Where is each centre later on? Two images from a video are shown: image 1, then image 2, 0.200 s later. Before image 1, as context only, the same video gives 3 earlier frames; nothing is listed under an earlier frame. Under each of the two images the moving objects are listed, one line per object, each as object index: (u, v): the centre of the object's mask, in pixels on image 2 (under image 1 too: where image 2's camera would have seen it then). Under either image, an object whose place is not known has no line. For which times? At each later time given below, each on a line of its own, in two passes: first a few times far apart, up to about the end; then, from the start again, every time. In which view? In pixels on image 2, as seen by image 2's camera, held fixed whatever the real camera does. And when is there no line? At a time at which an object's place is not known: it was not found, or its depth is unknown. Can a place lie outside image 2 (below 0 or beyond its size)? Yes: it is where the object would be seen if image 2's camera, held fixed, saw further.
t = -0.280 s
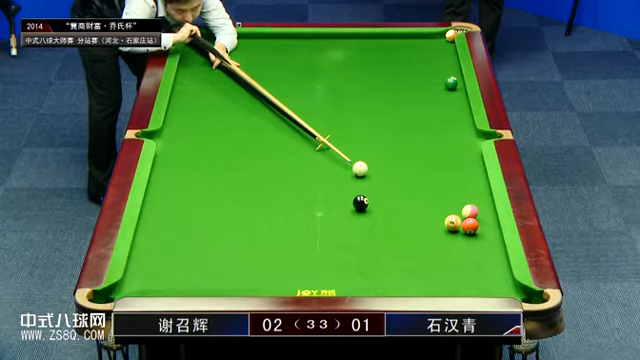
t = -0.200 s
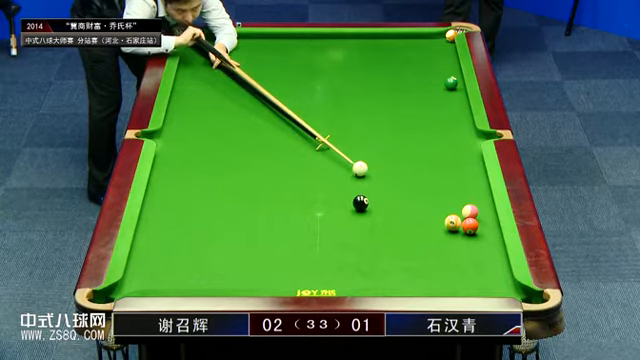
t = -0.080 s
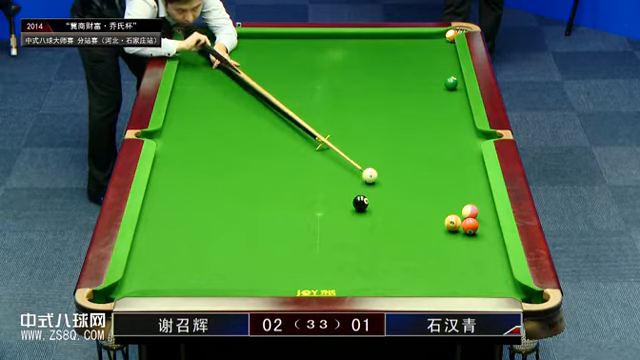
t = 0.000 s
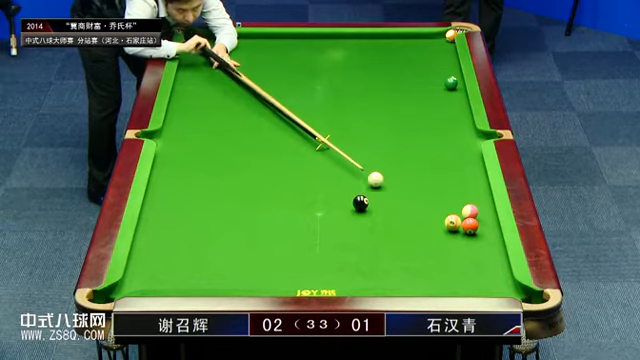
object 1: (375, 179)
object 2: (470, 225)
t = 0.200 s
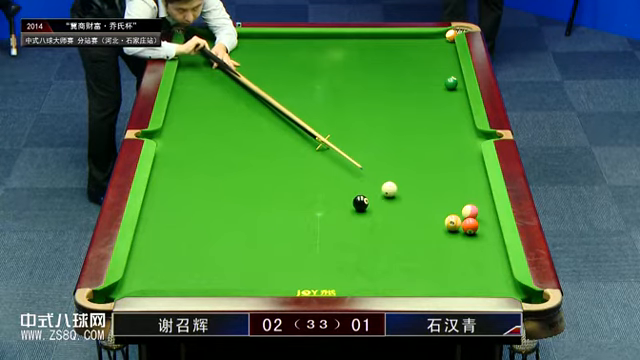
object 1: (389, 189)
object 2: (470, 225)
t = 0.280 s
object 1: (395, 193)
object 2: (470, 225)
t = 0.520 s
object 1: (410, 204)
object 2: (470, 225)
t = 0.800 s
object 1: (429, 217)
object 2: (470, 225)
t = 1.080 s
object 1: (438, 229)
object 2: (473, 226)
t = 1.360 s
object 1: (442, 240)
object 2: (478, 226)
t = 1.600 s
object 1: (445, 249)
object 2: (480, 227)
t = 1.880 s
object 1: (448, 258)
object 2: (481, 227)
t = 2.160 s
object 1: (451, 267)
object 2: (481, 227)
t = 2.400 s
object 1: (454, 273)
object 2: (481, 227)
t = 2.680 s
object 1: (456, 280)
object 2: (481, 227)
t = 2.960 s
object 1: (458, 283)
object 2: (481, 227)
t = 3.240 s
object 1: (459, 284)
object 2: (481, 227)
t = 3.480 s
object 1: (458, 283)
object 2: (481, 227)
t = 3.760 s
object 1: (458, 282)
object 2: (481, 227)
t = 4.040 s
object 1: (458, 282)
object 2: (481, 227)
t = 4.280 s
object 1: (458, 283)
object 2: (481, 227)
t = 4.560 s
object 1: (458, 283)
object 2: (481, 227)
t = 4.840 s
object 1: (458, 283)
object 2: (481, 227)
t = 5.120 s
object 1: (458, 283)
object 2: (481, 227)
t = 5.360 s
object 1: (458, 283)
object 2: (481, 227)
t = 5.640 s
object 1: (458, 283)
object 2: (481, 227)
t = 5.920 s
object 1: (458, 283)
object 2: (481, 227)
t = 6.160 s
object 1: (458, 283)
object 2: (481, 227)
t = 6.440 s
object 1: (458, 283)
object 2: (481, 227)
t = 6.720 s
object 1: (458, 283)
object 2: (481, 227)
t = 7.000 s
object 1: (458, 283)
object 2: (481, 227)
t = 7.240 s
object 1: (458, 283)
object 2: (481, 227)
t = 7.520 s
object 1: (458, 283)
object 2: (481, 227)
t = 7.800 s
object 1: (458, 283)
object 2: (481, 227)
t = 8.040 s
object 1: (458, 283)
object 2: (481, 227)
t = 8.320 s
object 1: (458, 283)
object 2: (481, 227)
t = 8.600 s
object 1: (458, 283)
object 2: (481, 227)
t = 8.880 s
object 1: (458, 283)
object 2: (481, 227)
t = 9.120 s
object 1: (458, 283)
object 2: (481, 227)
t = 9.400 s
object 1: (458, 283)
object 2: (481, 227)
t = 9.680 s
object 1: (458, 283)
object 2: (481, 227)
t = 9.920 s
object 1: (458, 283)
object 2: (481, 227)
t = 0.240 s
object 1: (392, 190)
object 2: (470, 225)
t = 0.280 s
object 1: (395, 193)
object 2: (470, 225)
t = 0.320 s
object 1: (397, 195)
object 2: (470, 225)
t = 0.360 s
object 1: (400, 196)
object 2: (470, 225)
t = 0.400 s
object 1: (403, 198)
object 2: (470, 225)
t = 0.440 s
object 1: (405, 200)
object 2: (470, 225)
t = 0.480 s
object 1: (408, 202)
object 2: (470, 225)
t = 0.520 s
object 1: (410, 204)
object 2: (470, 225)
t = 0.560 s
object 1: (413, 206)
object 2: (470, 225)
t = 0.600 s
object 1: (416, 208)
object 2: (470, 225)
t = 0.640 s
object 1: (419, 210)
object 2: (470, 225)
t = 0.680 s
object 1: (421, 212)
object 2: (470, 225)
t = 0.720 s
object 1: (424, 214)
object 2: (470, 225)
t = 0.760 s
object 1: (427, 215)
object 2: (470, 225)
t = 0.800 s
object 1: (429, 217)
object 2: (470, 225)
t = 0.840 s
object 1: (432, 219)
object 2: (470, 225)
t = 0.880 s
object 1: (434, 221)
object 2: (470, 225)
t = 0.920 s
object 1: (436, 223)
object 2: (470, 225)
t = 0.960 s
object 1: (437, 224)
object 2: (471, 226)
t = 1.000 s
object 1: (437, 226)
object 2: (471, 226)
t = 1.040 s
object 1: (438, 228)
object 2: (472, 226)
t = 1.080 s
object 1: (438, 229)
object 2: (473, 226)
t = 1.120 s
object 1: (439, 231)
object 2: (473, 226)
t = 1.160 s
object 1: (439, 232)
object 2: (474, 226)
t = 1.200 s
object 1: (440, 234)
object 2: (475, 226)
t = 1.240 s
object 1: (441, 236)
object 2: (475, 226)
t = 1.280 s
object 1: (441, 237)
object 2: (476, 226)
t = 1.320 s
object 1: (441, 239)
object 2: (477, 226)
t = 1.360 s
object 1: (442, 240)
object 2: (478, 226)
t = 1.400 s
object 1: (442, 242)
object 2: (478, 226)
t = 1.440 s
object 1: (443, 243)
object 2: (479, 227)
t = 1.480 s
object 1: (444, 244)
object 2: (479, 227)
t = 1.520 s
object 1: (444, 246)
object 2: (479, 227)
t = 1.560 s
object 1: (445, 247)
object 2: (480, 227)
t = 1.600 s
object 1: (445, 249)
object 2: (480, 227)
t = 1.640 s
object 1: (446, 250)
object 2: (480, 227)
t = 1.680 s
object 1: (446, 252)
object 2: (481, 227)
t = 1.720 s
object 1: (447, 253)
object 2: (481, 227)
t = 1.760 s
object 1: (447, 254)
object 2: (481, 227)
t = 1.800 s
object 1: (448, 256)
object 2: (481, 227)
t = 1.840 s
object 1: (448, 257)
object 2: (481, 227)
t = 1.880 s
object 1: (448, 258)
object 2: (481, 227)
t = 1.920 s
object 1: (449, 259)
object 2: (481, 227)
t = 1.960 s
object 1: (449, 261)
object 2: (481, 227)
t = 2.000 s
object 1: (450, 262)
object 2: (481, 227)
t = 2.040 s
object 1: (450, 263)
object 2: (481, 227)
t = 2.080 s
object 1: (451, 264)
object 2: (481, 227)
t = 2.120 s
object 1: (451, 265)
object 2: (481, 227)
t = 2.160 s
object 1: (451, 267)
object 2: (481, 227)
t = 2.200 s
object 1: (452, 268)
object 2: (481, 227)
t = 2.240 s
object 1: (452, 269)
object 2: (481, 227)
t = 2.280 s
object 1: (453, 270)
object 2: (481, 227)
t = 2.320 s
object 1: (453, 271)
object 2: (481, 227)
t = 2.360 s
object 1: (454, 272)
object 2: (481, 227)
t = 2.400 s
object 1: (454, 273)
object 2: (481, 227)
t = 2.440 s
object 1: (454, 274)
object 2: (481, 227)
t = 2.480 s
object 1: (454, 275)
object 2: (481, 227)
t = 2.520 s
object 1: (455, 276)
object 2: (481, 227)
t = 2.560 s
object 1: (455, 277)
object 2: (481, 227)
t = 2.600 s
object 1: (456, 278)
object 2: (481, 227)
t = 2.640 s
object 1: (456, 279)
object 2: (481, 227)
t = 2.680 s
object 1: (456, 280)
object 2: (481, 227)
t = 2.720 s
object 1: (457, 280)
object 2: (481, 227)
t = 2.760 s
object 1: (457, 280)
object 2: (481, 227)
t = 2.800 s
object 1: (457, 281)
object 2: (481, 227)
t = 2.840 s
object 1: (457, 281)
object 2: (481, 227)
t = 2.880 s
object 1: (458, 282)
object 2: (481, 227)
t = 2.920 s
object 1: (458, 283)
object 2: (481, 227)
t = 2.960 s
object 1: (458, 283)
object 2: (481, 227)
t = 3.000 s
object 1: (458, 284)
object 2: (481, 227)
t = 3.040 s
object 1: (458, 284)
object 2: (481, 227)
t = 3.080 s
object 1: (459, 284)
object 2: (481, 227)
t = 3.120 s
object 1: (459, 285)
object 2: (481, 227)
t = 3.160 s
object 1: (459, 284)
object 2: (481, 227)
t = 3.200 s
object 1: (459, 284)
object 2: (481, 227)
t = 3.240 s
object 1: (459, 284)
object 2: (481, 227)
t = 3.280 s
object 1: (459, 284)
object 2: (481, 227)
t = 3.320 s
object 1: (459, 284)
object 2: (481, 227)
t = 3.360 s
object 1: (459, 283)
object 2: (481, 227)
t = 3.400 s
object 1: (458, 283)
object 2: (481, 227)
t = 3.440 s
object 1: (458, 283)
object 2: (481, 227)
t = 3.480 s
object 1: (458, 283)
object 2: (481, 227)
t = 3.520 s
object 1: (458, 283)
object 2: (481, 227)
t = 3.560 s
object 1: (458, 283)
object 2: (481, 227)
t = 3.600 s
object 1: (458, 283)
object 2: (481, 227)
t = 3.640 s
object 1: (458, 282)
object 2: (481, 227)
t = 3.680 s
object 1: (458, 283)
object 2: (481, 227)
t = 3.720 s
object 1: (458, 282)
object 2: (481, 227)
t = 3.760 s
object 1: (458, 282)
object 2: (481, 227)
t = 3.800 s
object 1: (458, 283)
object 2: (481, 227)
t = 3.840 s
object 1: (458, 283)
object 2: (481, 227)
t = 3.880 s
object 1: (458, 283)
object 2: (481, 227)
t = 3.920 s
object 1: (458, 283)
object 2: (481, 227)
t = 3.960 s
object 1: (458, 283)
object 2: (481, 227)
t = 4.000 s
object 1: (458, 283)
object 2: (481, 227)
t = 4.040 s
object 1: (458, 282)
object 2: (481, 227)
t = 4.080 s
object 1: (458, 283)
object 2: (481, 227)
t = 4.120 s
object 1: (458, 282)
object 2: (481, 227)
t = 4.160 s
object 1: (458, 283)
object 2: (481, 227)
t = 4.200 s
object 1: (458, 283)
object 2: (481, 227)
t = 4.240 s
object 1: (458, 283)
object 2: (481, 227)
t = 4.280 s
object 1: (458, 283)
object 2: (481, 227)
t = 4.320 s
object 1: (458, 283)
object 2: (481, 227)
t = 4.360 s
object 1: (458, 283)
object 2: (481, 227)
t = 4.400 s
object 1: (458, 283)
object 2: (481, 227)
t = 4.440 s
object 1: (458, 283)
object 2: (481, 227)
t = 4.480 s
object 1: (458, 283)
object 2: (481, 227)
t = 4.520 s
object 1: (458, 283)
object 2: (481, 227)
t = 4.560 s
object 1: (458, 283)
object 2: (481, 227)
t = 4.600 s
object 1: (458, 283)
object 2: (481, 227)
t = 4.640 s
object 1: (458, 283)
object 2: (481, 227)
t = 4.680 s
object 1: (458, 283)
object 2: (481, 227)
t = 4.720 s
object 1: (458, 283)
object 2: (481, 227)
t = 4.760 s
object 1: (458, 283)
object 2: (481, 227)
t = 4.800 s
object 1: (458, 283)
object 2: (481, 227)
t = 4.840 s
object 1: (458, 283)
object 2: (481, 227)
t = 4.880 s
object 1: (458, 283)
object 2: (481, 227)
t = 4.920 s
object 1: (458, 283)
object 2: (481, 227)
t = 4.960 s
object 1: (458, 283)
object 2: (481, 227)
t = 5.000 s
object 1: (458, 283)
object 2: (481, 227)
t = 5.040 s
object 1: (458, 283)
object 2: (481, 227)
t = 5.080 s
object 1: (458, 283)
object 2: (481, 227)
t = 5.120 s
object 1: (458, 283)
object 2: (481, 227)
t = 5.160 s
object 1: (458, 283)
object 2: (481, 227)
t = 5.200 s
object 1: (458, 283)
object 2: (481, 227)
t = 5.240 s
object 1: (458, 283)
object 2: (481, 227)
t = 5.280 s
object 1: (458, 283)
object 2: (481, 227)
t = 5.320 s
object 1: (458, 283)
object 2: (481, 227)
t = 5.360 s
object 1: (458, 283)
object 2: (481, 227)
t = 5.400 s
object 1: (458, 283)
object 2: (481, 227)
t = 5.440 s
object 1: (458, 283)
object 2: (481, 227)
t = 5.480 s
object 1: (458, 283)
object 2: (481, 227)
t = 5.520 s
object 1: (458, 283)
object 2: (481, 227)
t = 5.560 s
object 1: (458, 283)
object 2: (481, 227)
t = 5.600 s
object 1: (458, 283)
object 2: (481, 227)
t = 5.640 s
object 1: (458, 283)
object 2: (481, 227)
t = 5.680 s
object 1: (458, 283)
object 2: (481, 227)
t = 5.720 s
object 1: (458, 283)
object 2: (481, 227)
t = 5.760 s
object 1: (458, 283)
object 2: (481, 227)
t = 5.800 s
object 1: (458, 283)
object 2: (481, 227)
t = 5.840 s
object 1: (458, 283)
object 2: (481, 227)
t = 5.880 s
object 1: (458, 283)
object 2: (481, 227)
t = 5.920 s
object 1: (458, 283)
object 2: (481, 227)
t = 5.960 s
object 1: (458, 283)
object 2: (481, 227)
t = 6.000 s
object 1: (458, 283)
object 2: (481, 227)
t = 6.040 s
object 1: (458, 283)
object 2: (481, 227)
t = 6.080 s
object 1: (458, 283)
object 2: (481, 227)
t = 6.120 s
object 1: (458, 283)
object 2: (481, 227)
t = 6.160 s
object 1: (458, 283)
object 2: (481, 227)
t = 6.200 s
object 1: (458, 283)
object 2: (481, 227)
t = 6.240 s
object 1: (458, 283)
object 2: (481, 227)
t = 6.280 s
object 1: (458, 283)
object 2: (481, 227)
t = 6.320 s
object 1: (458, 283)
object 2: (481, 227)
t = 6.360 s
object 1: (458, 283)
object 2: (481, 227)
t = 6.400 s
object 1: (458, 283)
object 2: (481, 227)
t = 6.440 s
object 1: (458, 283)
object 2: (481, 227)
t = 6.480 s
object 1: (458, 283)
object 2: (481, 227)
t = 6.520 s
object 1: (458, 283)
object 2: (481, 227)
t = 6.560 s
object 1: (458, 283)
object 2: (481, 227)
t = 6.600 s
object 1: (458, 283)
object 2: (481, 227)
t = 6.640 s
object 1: (458, 283)
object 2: (481, 227)
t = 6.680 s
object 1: (458, 283)
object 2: (481, 227)
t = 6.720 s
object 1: (458, 283)
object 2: (481, 227)
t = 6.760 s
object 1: (458, 283)
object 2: (481, 227)
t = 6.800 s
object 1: (458, 283)
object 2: (481, 227)
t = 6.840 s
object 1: (458, 283)
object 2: (481, 227)
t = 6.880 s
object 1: (458, 283)
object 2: (481, 227)
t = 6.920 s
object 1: (458, 283)
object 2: (481, 227)
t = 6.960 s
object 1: (458, 283)
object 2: (481, 227)
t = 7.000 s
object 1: (458, 283)
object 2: (481, 227)
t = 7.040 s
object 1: (458, 283)
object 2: (481, 227)
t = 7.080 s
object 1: (458, 283)
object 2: (481, 227)
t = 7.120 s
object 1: (458, 283)
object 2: (481, 227)
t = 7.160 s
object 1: (458, 283)
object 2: (481, 227)
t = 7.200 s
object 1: (458, 283)
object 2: (481, 227)
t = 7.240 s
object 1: (458, 283)
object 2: (481, 227)
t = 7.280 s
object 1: (458, 283)
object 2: (481, 227)
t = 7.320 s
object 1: (458, 283)
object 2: (481, 227)
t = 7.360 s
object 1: (458, 283)
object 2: (481, 227)
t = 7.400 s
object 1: (458, 283)
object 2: (481, 227)
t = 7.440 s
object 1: (458, 283)
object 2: (481, 227)
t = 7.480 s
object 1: (458, 283)
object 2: (481, 227)
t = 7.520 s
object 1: (458, 283)
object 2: (481, 227)
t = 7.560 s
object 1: (458, 283)
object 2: (481, 227)
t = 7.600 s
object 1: (458, 283)
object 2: (481, 227)
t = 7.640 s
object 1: (458, 283)
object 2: (481, 227)
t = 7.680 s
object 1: (458, 283)
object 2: (481, 227)
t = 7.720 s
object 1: (458, 283)
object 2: (481, 227)
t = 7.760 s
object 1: (458, 283)
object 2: (481, 227)
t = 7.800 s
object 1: (458, 283)
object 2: (481, 227)
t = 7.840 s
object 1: (458, 283)
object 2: (481, 227)
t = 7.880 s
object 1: (458, 283)
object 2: (481, 227)
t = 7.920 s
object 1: (458, 283)
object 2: (481, 227)
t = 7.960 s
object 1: (458, 283)
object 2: (481, 227)
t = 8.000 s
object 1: (458, 283)
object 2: (481, 227)
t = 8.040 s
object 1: (458, 283)
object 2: (481, 227)
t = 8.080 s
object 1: (458, 283)
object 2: (481, 227)
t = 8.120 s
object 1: (458, 283)
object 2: (481, 227)
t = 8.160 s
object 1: (458, 283)
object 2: (481, 227)
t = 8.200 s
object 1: (458, 283)
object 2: (481, 227)
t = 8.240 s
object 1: (458, 283)
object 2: (481, 227)
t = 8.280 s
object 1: (458, 283)
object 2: (481, 227)
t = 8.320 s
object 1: (458, 283)
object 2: (481, 227)
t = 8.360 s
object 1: (458, 283)
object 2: (481, 227)
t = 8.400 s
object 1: (458, 283)
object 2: (481, 227)
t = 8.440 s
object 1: (458, 283)
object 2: (481, 227)
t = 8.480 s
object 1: (458, 283)
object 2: (481, 227)
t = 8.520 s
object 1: (458, 283)
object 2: (481, 227)
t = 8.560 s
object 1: (458, 283)
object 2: (481, 227)
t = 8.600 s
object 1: (458, 283)
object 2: (481, 227)
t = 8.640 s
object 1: (458, 283)
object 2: (481, 227)
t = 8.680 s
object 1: (458, 283)
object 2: (481, 227)
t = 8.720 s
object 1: (458, 283)
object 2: (481, 227)
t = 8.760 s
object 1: (458, 283)
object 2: (481, 227)
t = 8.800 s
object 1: (458, 283)
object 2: (481, 227)
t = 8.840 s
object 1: (458, 283)
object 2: (481, 227)
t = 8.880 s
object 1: (458, 283)
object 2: (481, 227)
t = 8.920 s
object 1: (458, 283)
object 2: (481, 227)
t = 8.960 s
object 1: (458, 283)
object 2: (481, 227)
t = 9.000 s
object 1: (458, 283)
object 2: (481, 227)
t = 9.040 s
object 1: (458, 283)
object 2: (481, 227)
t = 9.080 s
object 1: (458, 283)
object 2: (481, 227)
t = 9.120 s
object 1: (458, 283)
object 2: (481, 227)
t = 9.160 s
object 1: (458, 283)
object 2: (481, 227)
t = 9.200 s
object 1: (458, 283)
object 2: (481, 227)
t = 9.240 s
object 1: (458, 283)
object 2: (481, 227)
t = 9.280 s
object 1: (458, 283)
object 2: (481, 227)
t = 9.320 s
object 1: (458, 283)
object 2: (481, 227)
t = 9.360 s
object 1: (458, 283)
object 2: (481, 227)
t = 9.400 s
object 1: (458, 283)
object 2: (481, 227)
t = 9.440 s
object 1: (458, 283)
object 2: (481, 227)
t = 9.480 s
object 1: (458, 283)
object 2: (481, 227)
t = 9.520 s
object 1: (458, 283)
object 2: (481, 227)
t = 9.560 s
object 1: (458, 283)
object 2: (481, 227)
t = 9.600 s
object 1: (458, 283)
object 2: (481, 227)
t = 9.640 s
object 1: (458, 283)
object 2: (481, 227)
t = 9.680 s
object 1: (458, 283)
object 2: (481, 227)
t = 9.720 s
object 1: (458, 283)
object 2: (481, 227)
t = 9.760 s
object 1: (458, 283)
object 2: (481, 227)
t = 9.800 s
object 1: (458, 283)
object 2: (481, 227)
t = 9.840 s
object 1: (458, 283)
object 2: (481, 227)
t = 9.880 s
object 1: (458, 283)
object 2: (481, 227)
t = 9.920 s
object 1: (458, 283)
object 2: (481, 227)
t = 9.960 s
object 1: (458, 283)
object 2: (481, 227)
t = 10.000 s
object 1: (458, 283)
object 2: (481, 227)
